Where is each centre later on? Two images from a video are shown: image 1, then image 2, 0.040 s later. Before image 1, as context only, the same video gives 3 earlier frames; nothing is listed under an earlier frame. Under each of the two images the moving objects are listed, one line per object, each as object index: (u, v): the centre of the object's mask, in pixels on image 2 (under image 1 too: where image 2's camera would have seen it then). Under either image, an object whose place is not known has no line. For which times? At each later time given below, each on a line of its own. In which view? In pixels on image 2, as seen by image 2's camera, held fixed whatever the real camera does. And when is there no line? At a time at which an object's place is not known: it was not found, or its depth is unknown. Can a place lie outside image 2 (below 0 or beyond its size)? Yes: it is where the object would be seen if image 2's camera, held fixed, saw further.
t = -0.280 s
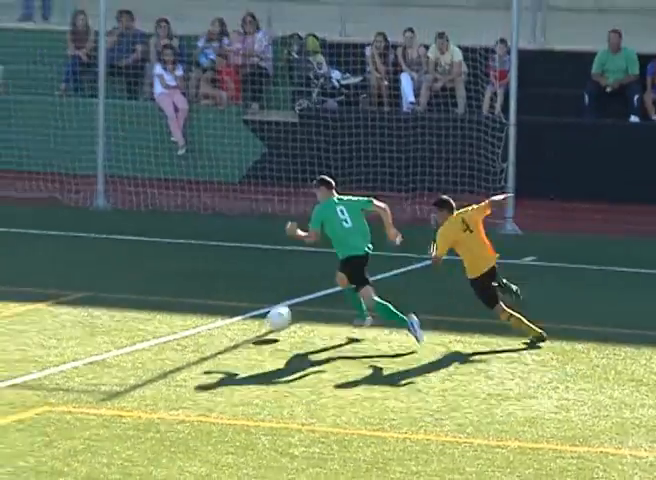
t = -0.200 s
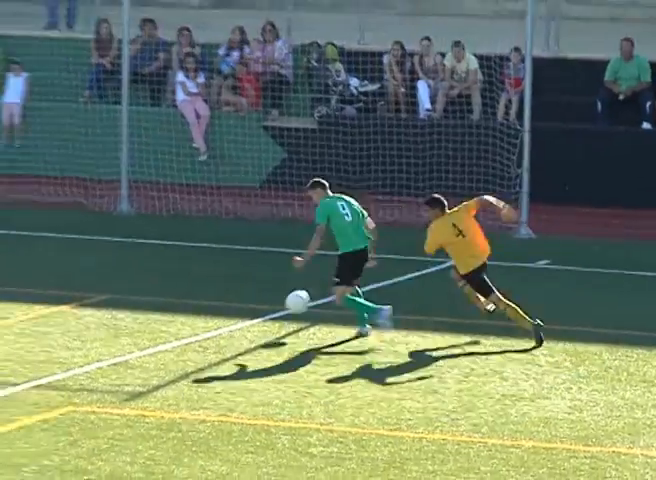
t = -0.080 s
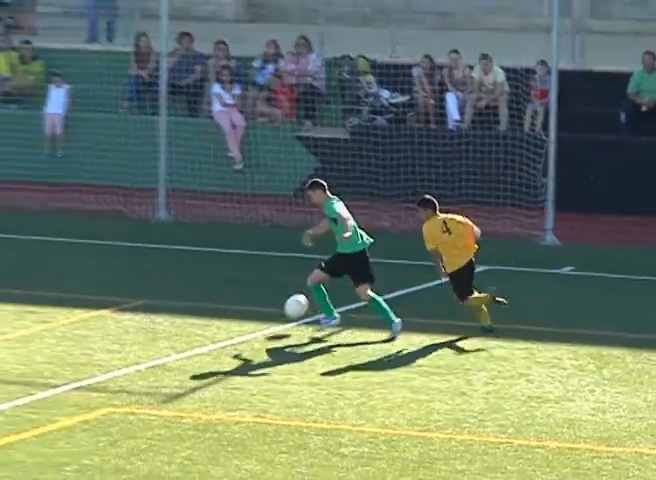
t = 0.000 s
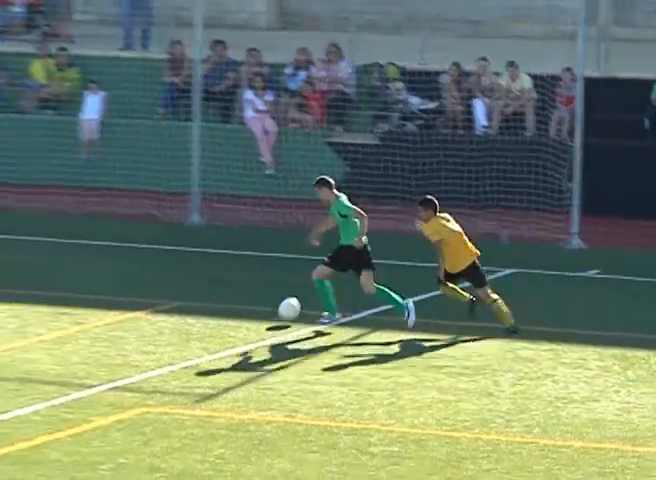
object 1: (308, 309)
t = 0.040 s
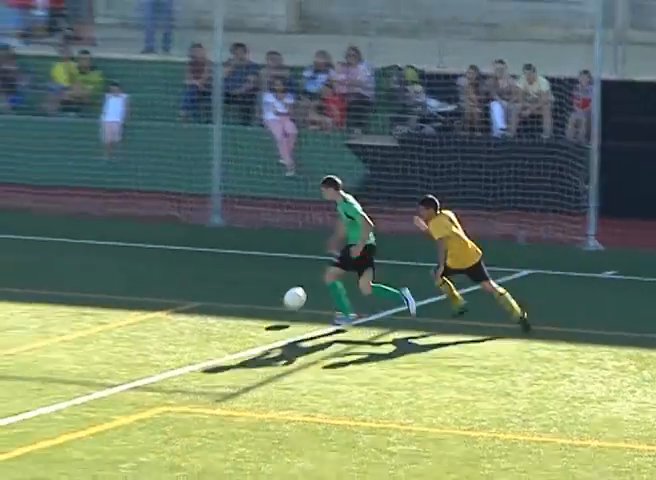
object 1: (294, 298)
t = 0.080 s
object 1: (280, 288)
